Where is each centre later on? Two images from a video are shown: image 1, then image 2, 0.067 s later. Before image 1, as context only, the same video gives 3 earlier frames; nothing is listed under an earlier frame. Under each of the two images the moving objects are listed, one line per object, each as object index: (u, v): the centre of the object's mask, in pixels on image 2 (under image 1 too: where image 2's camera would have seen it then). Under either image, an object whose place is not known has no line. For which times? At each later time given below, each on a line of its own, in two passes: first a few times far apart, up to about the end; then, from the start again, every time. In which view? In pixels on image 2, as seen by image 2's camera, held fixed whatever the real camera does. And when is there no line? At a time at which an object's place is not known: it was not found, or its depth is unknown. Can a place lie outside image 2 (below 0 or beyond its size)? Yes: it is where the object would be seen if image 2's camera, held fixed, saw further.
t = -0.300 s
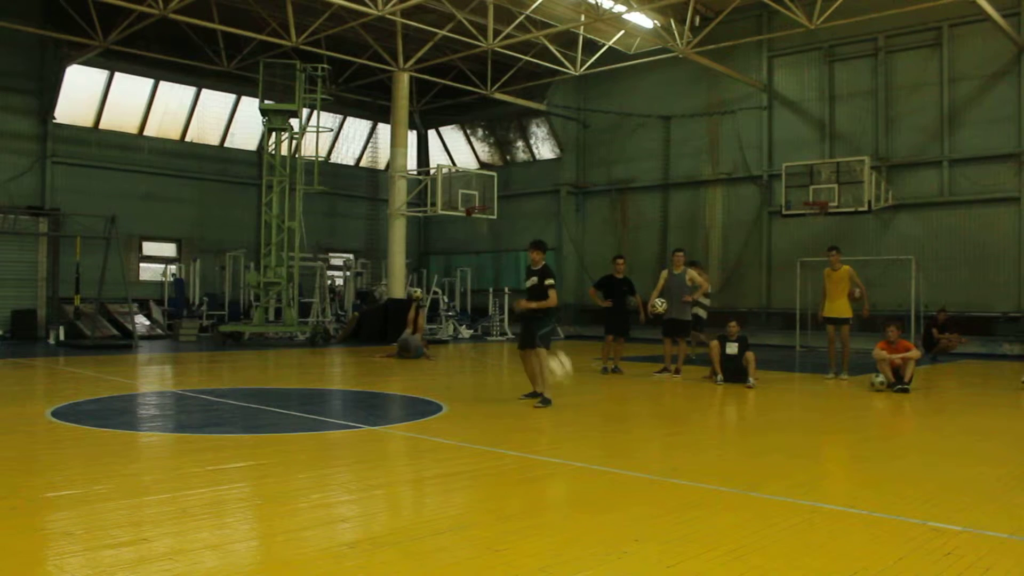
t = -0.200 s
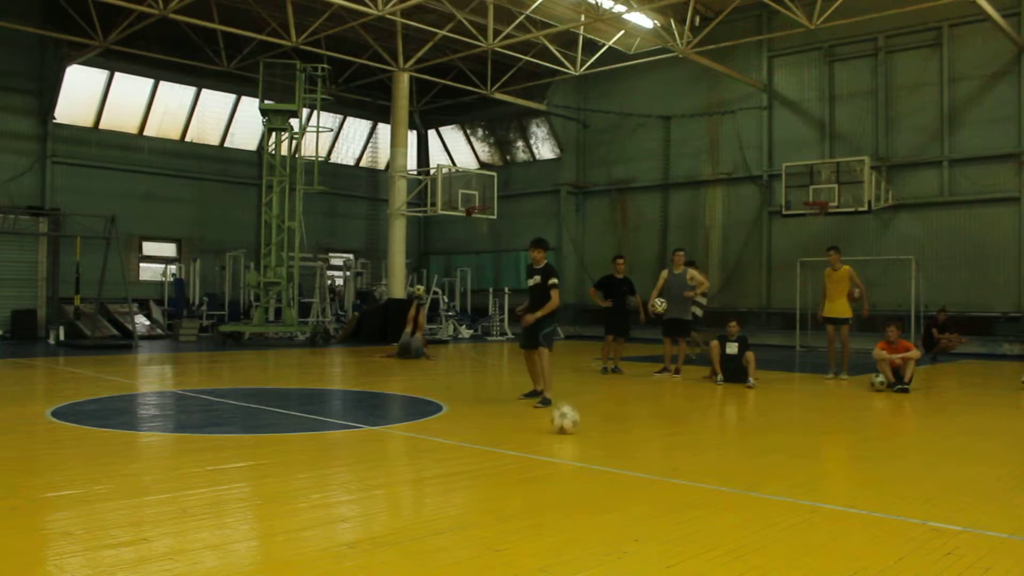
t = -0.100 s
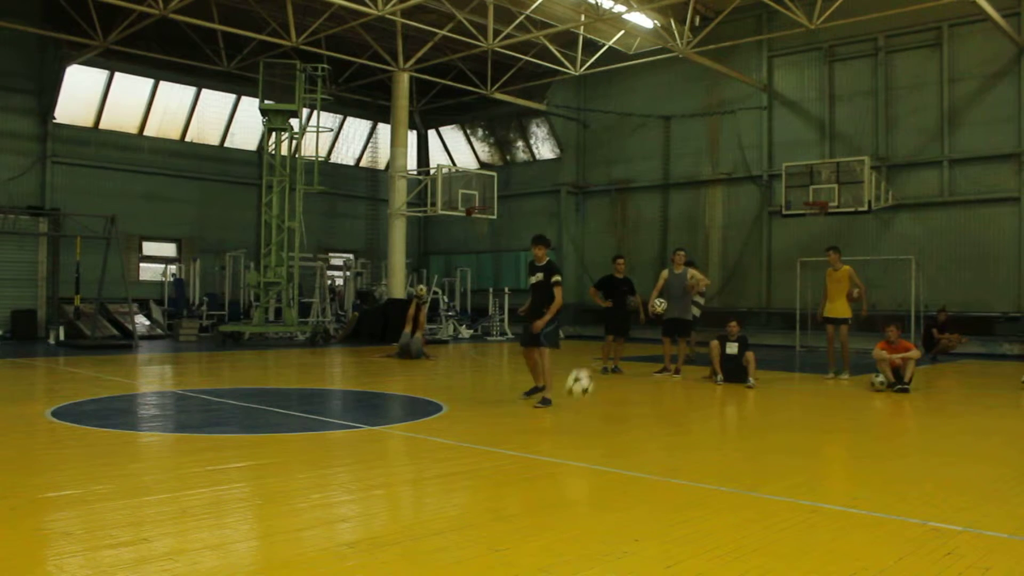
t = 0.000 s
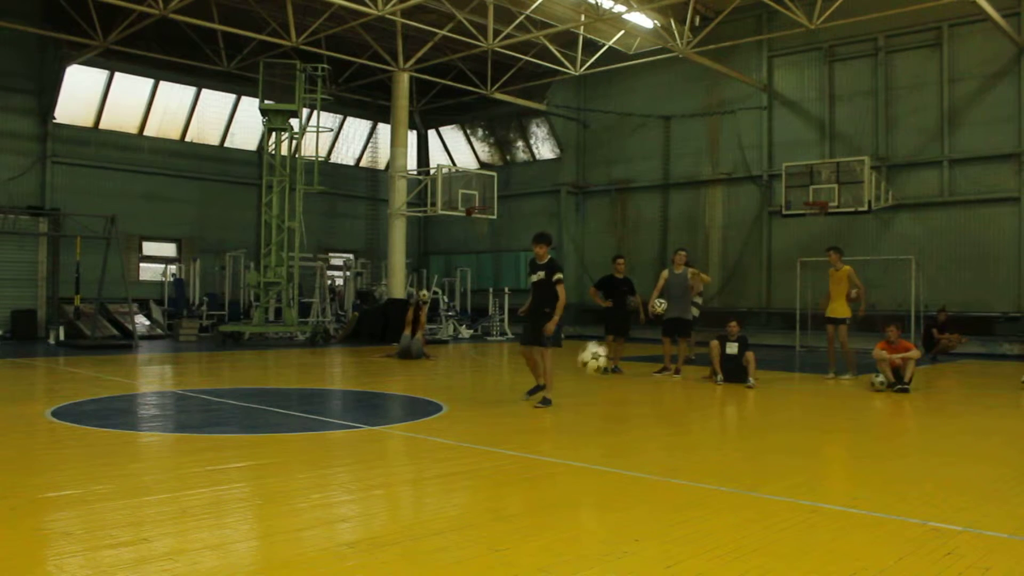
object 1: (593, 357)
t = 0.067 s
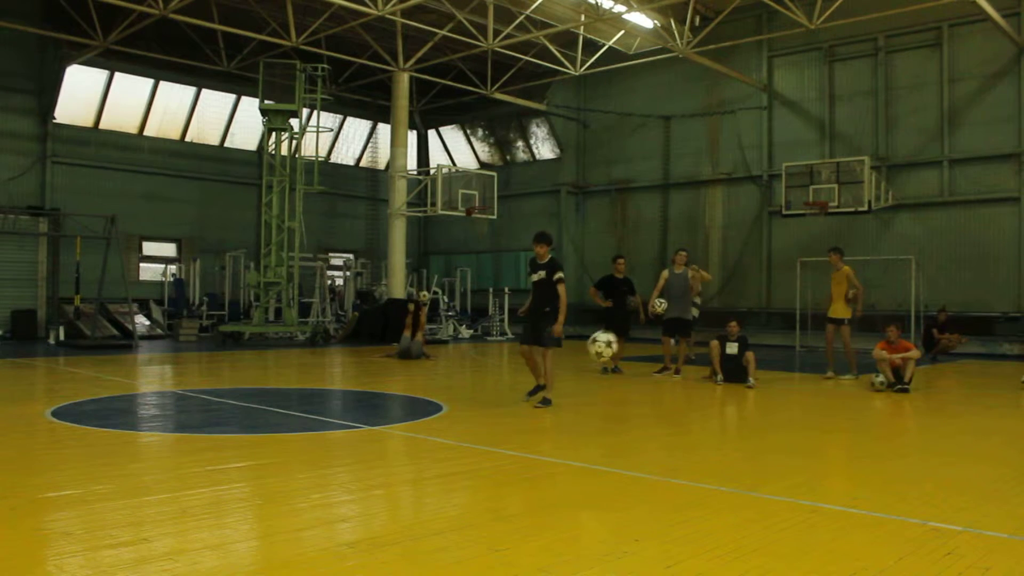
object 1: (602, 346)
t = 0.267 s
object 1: (633, 345)
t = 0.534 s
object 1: (675, 433)
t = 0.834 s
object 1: (723, 384)
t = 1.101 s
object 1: (771, 444)
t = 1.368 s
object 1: (825, 420)
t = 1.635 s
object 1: (886, 466)
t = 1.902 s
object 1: (955, 464)
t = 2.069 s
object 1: (1003, 476)
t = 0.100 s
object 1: (608, 342)
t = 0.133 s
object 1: (612, 341)
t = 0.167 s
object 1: (617, 339)
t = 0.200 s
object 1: (623, 340)
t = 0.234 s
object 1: (628, 342)
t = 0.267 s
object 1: (633, 345)
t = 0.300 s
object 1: (638, 350)
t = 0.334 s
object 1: (643, 357)
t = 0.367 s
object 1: (648, 366)
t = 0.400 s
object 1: (653, 376)
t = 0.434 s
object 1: (658, 386)
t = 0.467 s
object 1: (664, 398)
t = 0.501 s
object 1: (670, 415)
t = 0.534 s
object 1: (675, 433)
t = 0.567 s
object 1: (680, 431)
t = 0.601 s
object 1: (685, 419)
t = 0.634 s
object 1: (691, 409)
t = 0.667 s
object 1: (697, 400)
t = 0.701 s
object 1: (702, 395)
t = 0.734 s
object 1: (707, 390)
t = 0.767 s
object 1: (712, 386)
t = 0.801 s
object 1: (717, 385)
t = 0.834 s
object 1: (723, 384)
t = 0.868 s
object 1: (729, 385)
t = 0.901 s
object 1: (734, 387)
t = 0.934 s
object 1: (741, 392)
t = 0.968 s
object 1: (747, 399)
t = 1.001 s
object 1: (752, 408)
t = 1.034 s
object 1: (758, 418)
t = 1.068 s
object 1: (765, 429)
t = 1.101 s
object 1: (771, 444)
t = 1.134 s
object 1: (777, 455)
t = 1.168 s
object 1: (784, 444)
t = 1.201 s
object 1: (790, 436)
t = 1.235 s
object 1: (797, 429)
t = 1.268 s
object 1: (804, 424)
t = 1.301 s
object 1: (811, 421)
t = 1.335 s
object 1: (818, 419)
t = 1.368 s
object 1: (825, 420)
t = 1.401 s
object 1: (831, 422)
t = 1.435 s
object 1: (839, 425)
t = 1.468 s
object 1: (846, 430)
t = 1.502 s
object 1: (853, 439)
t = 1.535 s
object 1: (860, 448)
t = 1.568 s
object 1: (869, 462)
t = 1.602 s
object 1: (876, 475)
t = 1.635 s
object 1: (886, 466)
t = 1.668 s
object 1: (895, 459)
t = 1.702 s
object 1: (903, 454)
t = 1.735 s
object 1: (911, 451)
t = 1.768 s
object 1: (920, 449)
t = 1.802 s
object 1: (928, 450)
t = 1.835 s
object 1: (937, 453)
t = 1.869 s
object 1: (945, 457)
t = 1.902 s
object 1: (955, 464)
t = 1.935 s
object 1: (964, 473)
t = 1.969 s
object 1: (974, 487)
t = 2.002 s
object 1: (984, 490)
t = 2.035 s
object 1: (995, 480)
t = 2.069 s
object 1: (1003, 476)
